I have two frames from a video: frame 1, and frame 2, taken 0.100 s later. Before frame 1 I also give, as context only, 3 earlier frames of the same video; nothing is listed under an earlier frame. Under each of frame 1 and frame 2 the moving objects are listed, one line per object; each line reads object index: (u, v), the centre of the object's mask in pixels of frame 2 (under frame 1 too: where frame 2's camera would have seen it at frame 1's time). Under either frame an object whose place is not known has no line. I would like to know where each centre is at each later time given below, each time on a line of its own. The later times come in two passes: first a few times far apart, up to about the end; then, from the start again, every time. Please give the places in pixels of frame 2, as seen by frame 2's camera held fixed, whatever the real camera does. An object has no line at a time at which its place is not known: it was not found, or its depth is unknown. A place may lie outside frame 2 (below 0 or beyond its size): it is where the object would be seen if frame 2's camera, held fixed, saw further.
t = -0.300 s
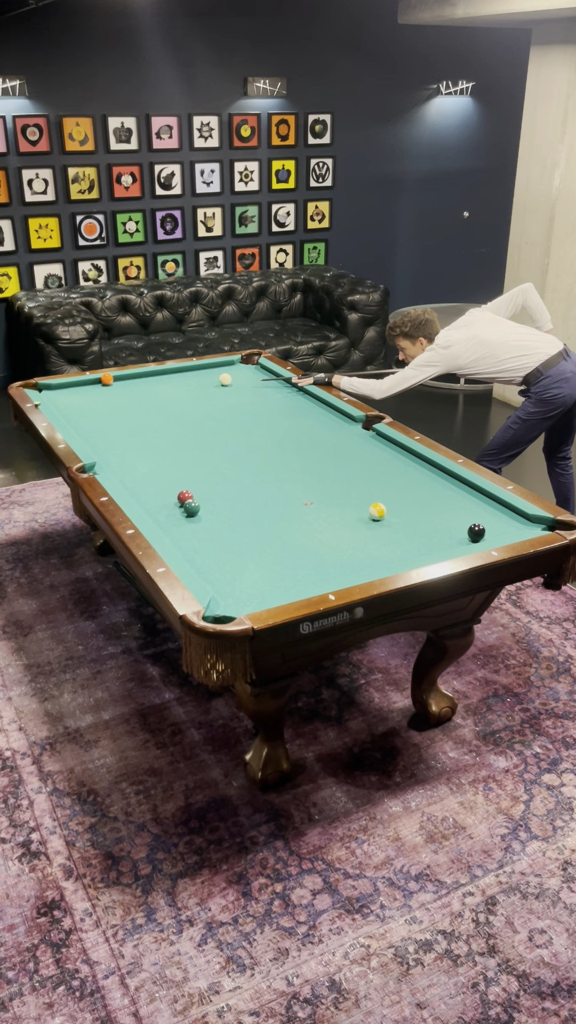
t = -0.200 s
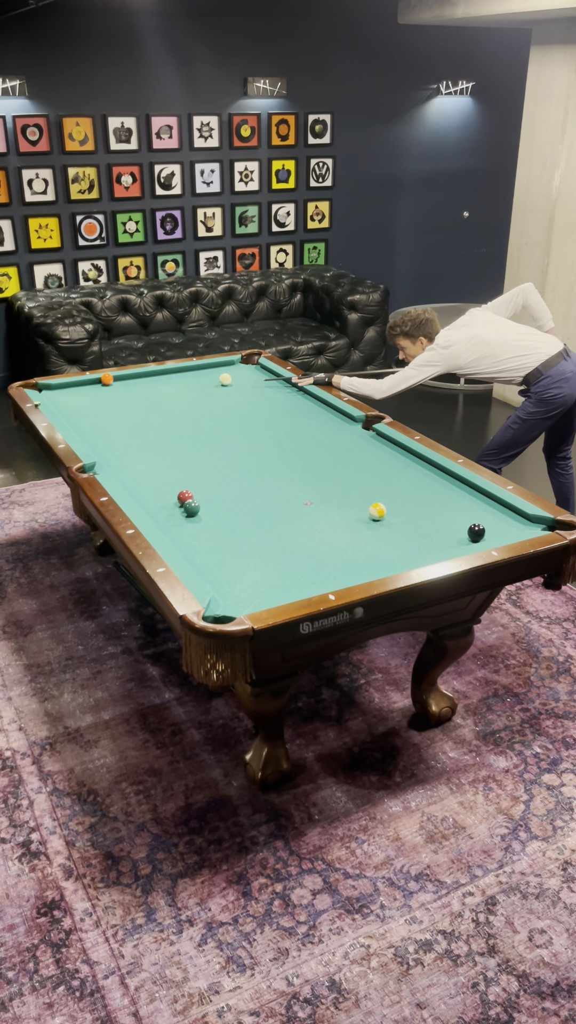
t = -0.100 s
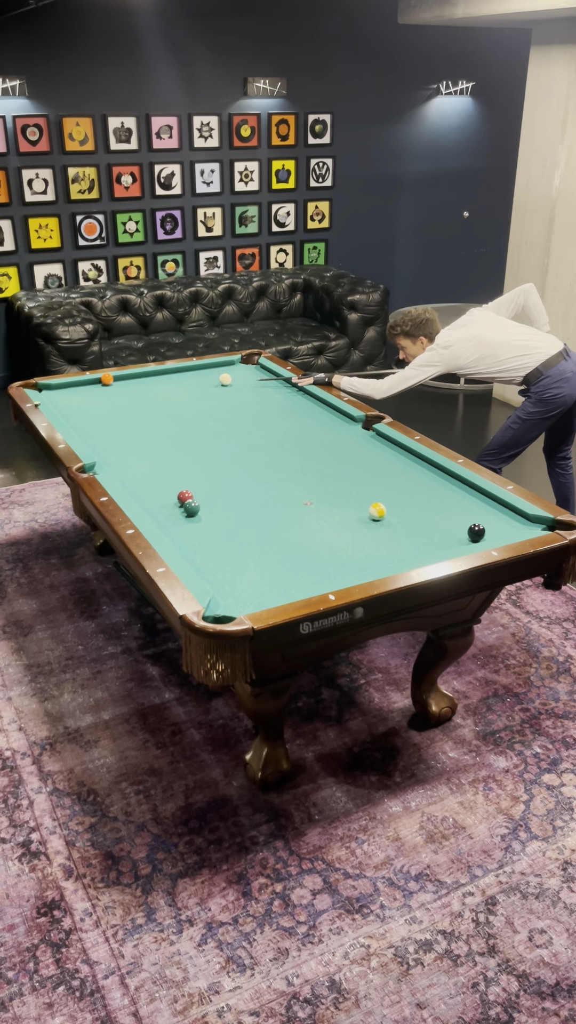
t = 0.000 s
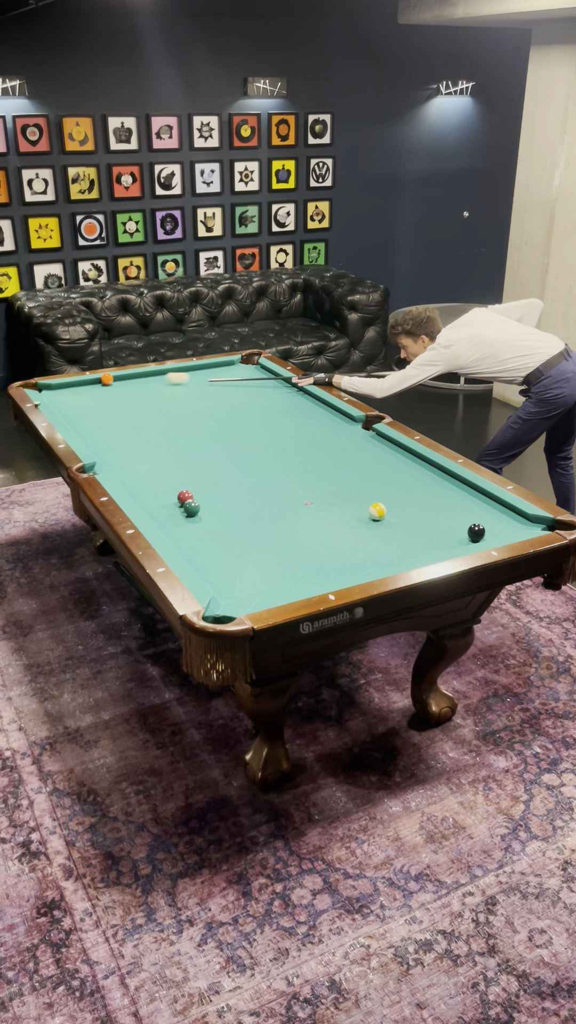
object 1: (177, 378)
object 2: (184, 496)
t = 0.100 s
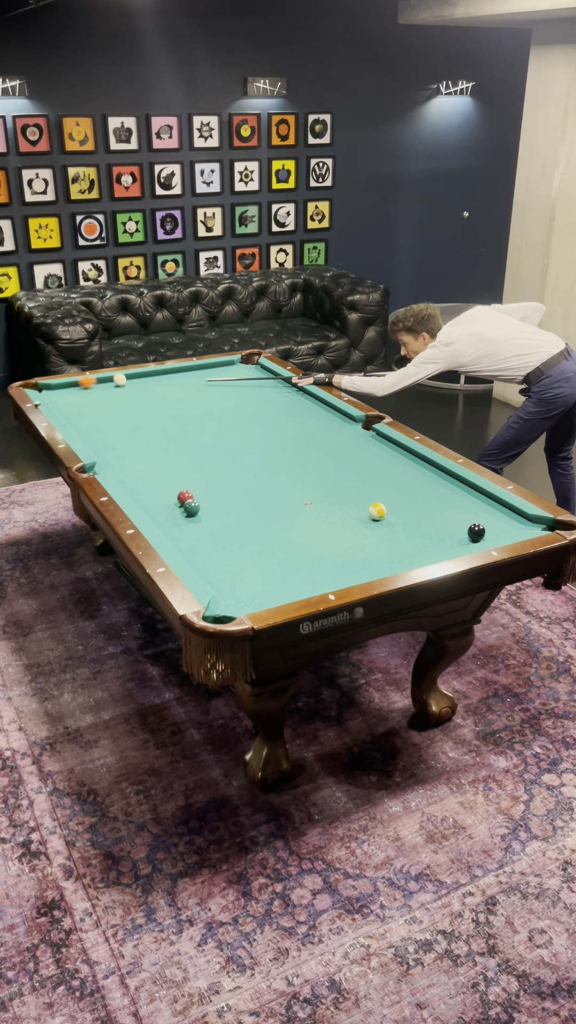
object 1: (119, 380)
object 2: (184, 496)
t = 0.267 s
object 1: (129, 396)
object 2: (184, 496)
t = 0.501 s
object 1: (141, 416)
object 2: (184, 496)
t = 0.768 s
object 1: (155, 443)
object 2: (184, 496)
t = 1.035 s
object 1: (173, 473)
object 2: (184, 496)
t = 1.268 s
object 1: (186, 490)
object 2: (184, 502)
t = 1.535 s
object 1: (196, 500)
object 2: (176, 504)
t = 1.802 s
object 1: (205, 507)
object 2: (171, 505)
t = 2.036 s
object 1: (213, 512)
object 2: (169, 506)
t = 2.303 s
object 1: (221, 518)
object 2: (168, 507)
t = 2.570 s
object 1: (228, 523)
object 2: (168, 506)
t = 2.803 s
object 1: (234, 526)
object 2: (168, 507)
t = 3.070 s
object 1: (240, 529)
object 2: (168, 506)
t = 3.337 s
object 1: (243, 532)
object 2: (168, 506)
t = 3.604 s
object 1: (244, 533)
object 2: (168, 506)
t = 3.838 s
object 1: (244, 534)
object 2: (168, 506)
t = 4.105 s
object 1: (244, 534)
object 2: (168, 506)
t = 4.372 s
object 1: (244, 534)
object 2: (168, 507)
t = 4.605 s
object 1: (244, 534)
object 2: (168, 506)
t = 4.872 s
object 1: (244, 534)
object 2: (166, 506)
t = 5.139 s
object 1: (244, 534)
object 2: (164, 505)
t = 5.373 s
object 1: (244, 534)
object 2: (164, 505)
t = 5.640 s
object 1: (244, 534)
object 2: (165, 505)
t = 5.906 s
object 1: (244, 534)
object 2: (165, 505)
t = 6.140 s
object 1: (244, 534)
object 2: (165, 505)
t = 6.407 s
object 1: (244, 534)
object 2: (165, 505)
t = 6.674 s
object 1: (244, 534)
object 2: (165, 506)
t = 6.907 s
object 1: (244, 534)
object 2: (165, 505)
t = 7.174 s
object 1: (244, 534)
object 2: (165, 505)
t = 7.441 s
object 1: (244, 534)
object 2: (165, 506)
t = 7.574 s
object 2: (165, 506)
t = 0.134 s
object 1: (122, 383)
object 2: (184, 496)
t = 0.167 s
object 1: (123, 387)
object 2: (184, 496)
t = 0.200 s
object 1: (126, 390)
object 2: (184, 496)
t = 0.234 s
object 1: (127, 393)
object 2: (184, 496)
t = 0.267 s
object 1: (129, 396)
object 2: (184, 496)
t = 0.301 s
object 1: (131, 398)
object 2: (184, 496)
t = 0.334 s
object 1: (132, 401)
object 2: (184, 496)
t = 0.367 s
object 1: (134, 404)
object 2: (184, 496)
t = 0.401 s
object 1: (135, 407)
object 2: (184, 496)
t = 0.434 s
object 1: (137, 410)
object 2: (184, 496)
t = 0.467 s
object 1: (139, 413)
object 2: (184, 496)
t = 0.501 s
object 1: (141, 416)
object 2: (184, 496)
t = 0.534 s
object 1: (142, 419)
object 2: (184, 496)
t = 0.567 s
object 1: (144, 422)
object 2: (184, 496)
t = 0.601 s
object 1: (146, 426)
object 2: (184, 496)
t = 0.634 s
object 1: (148, 429)
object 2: (184, 496)
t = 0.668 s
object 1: (150, 433)
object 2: (184, 496)
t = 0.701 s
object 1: (151, 436)
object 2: (184, 496)
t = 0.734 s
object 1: (153, 439)
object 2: (184, 496)
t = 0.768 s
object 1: (155, 443)
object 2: (184, 496)
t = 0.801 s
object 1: (157, 446)
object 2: (184, 496)
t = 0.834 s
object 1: (160, 450)
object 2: (184, 496)
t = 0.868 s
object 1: (162, 454)
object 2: (184, 496)
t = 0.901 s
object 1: (164, 457)
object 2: (184, 496)
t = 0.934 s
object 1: (166, 461)
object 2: (184, 496)
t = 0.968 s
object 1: (168, 465)
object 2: (184, 496)
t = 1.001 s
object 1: (170, 469)
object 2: (184, 496)
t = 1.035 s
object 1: (173, 473)
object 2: (184, 496)
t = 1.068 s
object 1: (175, 477)
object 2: (184, 496)
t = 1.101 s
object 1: (177, 481)
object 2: (184, 496)
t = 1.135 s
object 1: (179, 485)
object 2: (184, 496)
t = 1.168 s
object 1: (181, 487)
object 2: (184, 496)
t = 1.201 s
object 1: (183, 489)
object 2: (184, 498)
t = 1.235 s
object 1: (184, 489)
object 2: (184, 501)
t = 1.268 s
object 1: (186, 490)
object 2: (184, 502)
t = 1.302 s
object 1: (187, 491)
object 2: (183, 502)
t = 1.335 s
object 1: (189, 492)
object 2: (182, 502)
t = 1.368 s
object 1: (190, 494)
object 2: (181, 503)
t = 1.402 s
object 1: (191, 495)
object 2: (180, 503)
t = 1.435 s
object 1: (192, 497)
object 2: (179, 503)
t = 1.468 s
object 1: (193, 498)
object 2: (178, 503)
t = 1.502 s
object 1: (194, 499)
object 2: (177, 504)
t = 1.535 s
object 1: (196, 500)
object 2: (176, 504)
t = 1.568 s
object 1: (197, 501)
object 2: (175, 504)
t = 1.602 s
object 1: (198, 501)
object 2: (175, 504)
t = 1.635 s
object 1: (199, 502)
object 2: (174, 504)
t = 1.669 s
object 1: (200, 503)
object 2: (173, 504)
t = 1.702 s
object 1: (202, 504)
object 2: (173, 505)
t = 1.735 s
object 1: (203, 505)
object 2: (172, 505)
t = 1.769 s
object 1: (204, 506)
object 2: (172, 505)
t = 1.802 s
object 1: (205, 507)
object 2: (171, 505)
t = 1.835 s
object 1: (206, 508)
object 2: (171, 505)
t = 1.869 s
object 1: (207, 508)
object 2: (170, 506)
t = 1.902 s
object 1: (208, 509)
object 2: (170, 506)
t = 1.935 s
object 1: (209, 510)
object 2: (170, 506)
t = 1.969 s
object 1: (211, 511)
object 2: (169, 506)
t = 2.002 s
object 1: (212, 512)
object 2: (169, 506)
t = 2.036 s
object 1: (213, 512)
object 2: (169, 506)
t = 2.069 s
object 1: (214, 513)
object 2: (169, 506)
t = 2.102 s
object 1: (215, 514)
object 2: (168, 506)
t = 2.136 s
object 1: (216, 515)
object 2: (168, 507)
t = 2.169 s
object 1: (217, 515)
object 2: (168, 507)
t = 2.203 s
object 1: (218, 516)
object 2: (168, 507)
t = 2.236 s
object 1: (219, 517)
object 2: (168, 507)
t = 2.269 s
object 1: (220, 517)
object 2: (168, 507)
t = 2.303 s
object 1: (221, 518)
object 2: (168, 507)
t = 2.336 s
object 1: (222, 519)
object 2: (168, 507)
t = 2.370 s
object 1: (223, 519)
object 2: (168, 507)
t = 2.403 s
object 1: (224, 520)
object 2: (168, 507)
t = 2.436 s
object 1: (225, 521)
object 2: (168, 507)
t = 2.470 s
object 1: (225, 521)
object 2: (168, 507)
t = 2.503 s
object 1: (227, 522)
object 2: (168, 507)
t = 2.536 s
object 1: (227, 522)
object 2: (168, 506)
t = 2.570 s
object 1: (228, 523)
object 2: (168, 506)
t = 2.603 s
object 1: (229, 523)
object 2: (168, 506)
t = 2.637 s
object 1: (230, 524)
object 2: (168, 506)
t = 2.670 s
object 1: (231, 524)
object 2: (168, 506)
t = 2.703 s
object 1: (232, 525)
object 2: (168, 506)
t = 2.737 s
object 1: (233, 525)
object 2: (168, 506)
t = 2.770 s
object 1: (233, 526)
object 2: (168, 506)
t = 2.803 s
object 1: (234, 526)
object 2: (168, 507)
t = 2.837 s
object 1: (235, 527)
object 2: (168, 506)
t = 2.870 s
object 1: (236, 527)
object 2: (168, 506)
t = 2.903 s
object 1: (237, 527)
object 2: (168, 506)
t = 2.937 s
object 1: (237, 528)
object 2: (168, 506)
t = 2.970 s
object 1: (238, 528)
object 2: (168, 506)
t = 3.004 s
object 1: (239, 529)
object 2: (168, 506)
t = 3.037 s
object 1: (239, 529)
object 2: (168, 506)
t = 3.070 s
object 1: (240, 529)
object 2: (168, 506)
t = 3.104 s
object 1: (240, 530)
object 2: (168, 506)
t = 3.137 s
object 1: (241, 530)
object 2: (168, 506)
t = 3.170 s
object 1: (241, 530)
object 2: (168, 506)
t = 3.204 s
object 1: (242, 531)
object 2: (168, 506)
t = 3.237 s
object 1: (242, 531)
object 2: (168, 506)
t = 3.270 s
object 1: (242, 531)
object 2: (168, 506)
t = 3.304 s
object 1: (243, 531)
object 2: (168, 506)
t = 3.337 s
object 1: (243, 532)
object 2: (168, 506)
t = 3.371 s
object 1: (243, 532)
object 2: (168, 507)
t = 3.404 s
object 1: (244, 532)
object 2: (168, 506)
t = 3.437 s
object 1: (244, 532)
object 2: (168, 506)
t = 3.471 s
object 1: (244, 533)
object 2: (168, 506)
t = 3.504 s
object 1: (244, 533)
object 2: (168, 506)
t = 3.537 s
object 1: (244, 533)
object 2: (168, 506)
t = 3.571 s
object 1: (244, 533)
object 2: (168, 506)
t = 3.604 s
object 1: (244, 533)
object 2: (168, 506)
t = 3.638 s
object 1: (244, 533)
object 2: (168, 506)
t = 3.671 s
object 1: (244, 534)
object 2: (168, 506)
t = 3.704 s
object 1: (244, 534)
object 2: (168, 506)
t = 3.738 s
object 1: (244, 534)
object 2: (168, 506)
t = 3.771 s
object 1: (244, 534)
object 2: (168, 506)
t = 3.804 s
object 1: (244, 534)
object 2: (168, 506)
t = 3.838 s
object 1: (244, 534)
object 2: (168, 506)
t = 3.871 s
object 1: (244, 534)
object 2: (168, 507)
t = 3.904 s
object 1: (244, 534)
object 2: (168, 506)
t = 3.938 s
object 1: (244, 534)
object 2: (168, 507)
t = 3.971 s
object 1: (244, 534)
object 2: (168, 507)
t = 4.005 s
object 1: (244, 534)
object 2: (168, 506)
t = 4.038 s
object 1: (244, 534)
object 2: (168, 506)
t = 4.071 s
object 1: (244, 534)
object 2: (168, 506)
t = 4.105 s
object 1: (244, 534)
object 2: (168, 506)
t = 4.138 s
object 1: (244, 534)
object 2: (168, 507)
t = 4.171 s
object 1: (244, 534)
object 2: (168, 506)
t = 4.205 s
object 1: (244, 534)
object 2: (168, 506)
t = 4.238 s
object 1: (244, 534)
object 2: (168, 507)
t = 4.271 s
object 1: (244, 534)
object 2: (168, 506)
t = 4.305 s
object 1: (244, 534)
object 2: (168, 507)
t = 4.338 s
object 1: (244, 534)
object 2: (168, 507)
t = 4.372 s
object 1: (244, 534)
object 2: (168, 507)
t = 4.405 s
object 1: (244, 534)
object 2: (168, 506)
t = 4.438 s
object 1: (244, 534)
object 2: (168, 506)
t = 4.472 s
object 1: (244, 534)
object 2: (168, 506)
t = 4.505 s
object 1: (244, 534)
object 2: (168, 506)
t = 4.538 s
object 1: (244, 534)
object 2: (168, 506)
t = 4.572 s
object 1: (244, 534)
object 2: (168, 506)
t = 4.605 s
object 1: (244, 534)
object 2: (168, 506)
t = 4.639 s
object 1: (244, 534)
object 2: (168, 506)
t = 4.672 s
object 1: (244, 534)
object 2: (168, 506)
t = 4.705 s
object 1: (244, 534)
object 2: (167, 506)
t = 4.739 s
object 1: (244, 534)
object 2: (167, 506)
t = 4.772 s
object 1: (244, 534)
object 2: (167, 506)
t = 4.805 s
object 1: (244, 534)
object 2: (167, 506)
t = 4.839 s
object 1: (244, 534)
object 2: (167, 506)
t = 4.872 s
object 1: (244, 534)
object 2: (166, 506)
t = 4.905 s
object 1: (244, 534)
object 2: (166, 506)
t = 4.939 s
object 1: (244, 534)
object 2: (166, 506)
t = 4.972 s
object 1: (244, 534)
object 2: (165, 506)
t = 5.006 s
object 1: (244, 534)
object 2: (165, 506)
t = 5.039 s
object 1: (244, 534)
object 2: (165, 506)
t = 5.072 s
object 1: (244, 534)
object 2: (165, 506)
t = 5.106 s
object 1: (244, 534)
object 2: (164, 506)
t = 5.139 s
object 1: (244, 534)
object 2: (164, 505)
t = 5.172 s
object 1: (244, 534)
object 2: (164, 505)
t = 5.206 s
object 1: (244, 534)
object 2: (164, 505)
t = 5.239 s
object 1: (244, 534)
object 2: (164, 505)
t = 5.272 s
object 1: (244, 534)
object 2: (164, 505)
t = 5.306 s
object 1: (244, 534)
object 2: (164, 505)
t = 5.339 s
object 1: (244, 534)
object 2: (164, 505)
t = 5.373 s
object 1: (244, 534)
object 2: (164, 505)
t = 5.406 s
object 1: (244, 534)
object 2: (165, 505)
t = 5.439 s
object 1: (244, 534)
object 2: (165, 505)
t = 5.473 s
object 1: (244, 534)
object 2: (165, 505)
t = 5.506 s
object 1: (244, 534)
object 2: (165, 505)
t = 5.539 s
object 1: (244, 534)
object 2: (165, 505)
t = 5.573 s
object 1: (244, 534)
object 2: (165, 505)
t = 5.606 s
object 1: (244, 534)
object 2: (165, 505)
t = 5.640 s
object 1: (244, 534)
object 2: (165, 505)
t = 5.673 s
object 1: (244, 534)
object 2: (165, 505)
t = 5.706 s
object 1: (244, 534)
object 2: (165, 505)
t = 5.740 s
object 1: (244, 534)
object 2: (165, 505)
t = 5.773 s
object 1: (244, 534)
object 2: (165, 505)
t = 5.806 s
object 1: (244, 534)
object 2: (165, 505)
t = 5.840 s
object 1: (244, 534)
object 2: (165, 505)
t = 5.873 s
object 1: (244, 534)
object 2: (165, 505)
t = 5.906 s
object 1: (244, 534)
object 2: (165, 505)
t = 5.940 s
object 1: (244, 534)
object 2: (165, 505)
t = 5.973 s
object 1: (244, 534)
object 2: (165, 505)
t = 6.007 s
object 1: (244, 534)
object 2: (165, 505)
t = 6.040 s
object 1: (244, 534)
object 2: (165, 505)
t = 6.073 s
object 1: (244, 534)
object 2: (165, 505)
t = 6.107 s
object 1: (244, 534)
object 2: (165, 505)
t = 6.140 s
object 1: (244, 534)
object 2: (165, 505)
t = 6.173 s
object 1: (244, 534)
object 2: (165, 505)
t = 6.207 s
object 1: (244, 534)
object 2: (165, 505)
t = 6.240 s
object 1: (244, 534)
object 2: (165, 505)
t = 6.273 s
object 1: (244, 534)
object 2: (165, 505)
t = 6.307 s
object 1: (244, 534)
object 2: (165, 505)
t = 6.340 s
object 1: (244, 534)
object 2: (165, 505)
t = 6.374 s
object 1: (244, 534)
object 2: (165, 505)
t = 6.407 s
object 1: (244, 534)
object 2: (165, 505)
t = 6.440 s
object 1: (244, 534)
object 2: (165, 505)
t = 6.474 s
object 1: (244, 534)
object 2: (165, 505)
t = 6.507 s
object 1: (244, 534)
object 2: (165, 505)
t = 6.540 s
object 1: (244, 534)
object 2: (165, 505)
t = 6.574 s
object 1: (244, 534)
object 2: (165, 505)
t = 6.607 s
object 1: (244, 534)
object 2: (165, 505)
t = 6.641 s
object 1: (244, 534)
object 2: (165, 505)
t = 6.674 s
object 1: (244, 534)
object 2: (165, 506)
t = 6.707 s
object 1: (244, 534)
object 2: (165, 505)
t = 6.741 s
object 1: (244, 534)
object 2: (165, 505)
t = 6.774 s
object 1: (244, 534)
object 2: (165, 505)
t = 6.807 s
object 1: (244, 534)
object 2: (165, 505)
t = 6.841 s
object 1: (244, 534)
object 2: (165, 505)
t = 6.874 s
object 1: (244, 534)
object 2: (165, 505)
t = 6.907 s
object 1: (244, 534)
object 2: (165, 505)
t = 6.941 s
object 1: (244, 534)
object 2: (165, 505)
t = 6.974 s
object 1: (244, 534)
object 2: (165, 505)
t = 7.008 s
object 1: (244, 534)
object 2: (165, 505)
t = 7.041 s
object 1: (244, 534)
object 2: (165, 505)
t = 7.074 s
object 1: (244, 534)
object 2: (165, 505)
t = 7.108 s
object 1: (244, 534)
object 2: (165, 505)
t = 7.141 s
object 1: (244, 534)
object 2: (165, 505)
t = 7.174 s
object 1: (244, 534)
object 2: (165, 505)
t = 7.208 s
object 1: (244, 534)
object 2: (165, 505)
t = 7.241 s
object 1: (244, 534)
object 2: (165, 505)
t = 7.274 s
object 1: (244, 534)
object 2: (165, 506)
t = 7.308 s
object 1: (244, 534)
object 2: (165, 505)
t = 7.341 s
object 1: (244, 534)
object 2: (165, 505)
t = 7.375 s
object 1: (244, 534)
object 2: (165, 506)
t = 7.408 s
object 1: (244, 534)
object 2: (165, 505)
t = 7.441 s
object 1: (244, 534)
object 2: (165, 506)
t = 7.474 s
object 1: (244, 534)
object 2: (165, 505)
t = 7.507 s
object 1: (244, 534)
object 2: (166, 503)
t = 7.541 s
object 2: (165, 506)
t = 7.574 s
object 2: (165, 506)
